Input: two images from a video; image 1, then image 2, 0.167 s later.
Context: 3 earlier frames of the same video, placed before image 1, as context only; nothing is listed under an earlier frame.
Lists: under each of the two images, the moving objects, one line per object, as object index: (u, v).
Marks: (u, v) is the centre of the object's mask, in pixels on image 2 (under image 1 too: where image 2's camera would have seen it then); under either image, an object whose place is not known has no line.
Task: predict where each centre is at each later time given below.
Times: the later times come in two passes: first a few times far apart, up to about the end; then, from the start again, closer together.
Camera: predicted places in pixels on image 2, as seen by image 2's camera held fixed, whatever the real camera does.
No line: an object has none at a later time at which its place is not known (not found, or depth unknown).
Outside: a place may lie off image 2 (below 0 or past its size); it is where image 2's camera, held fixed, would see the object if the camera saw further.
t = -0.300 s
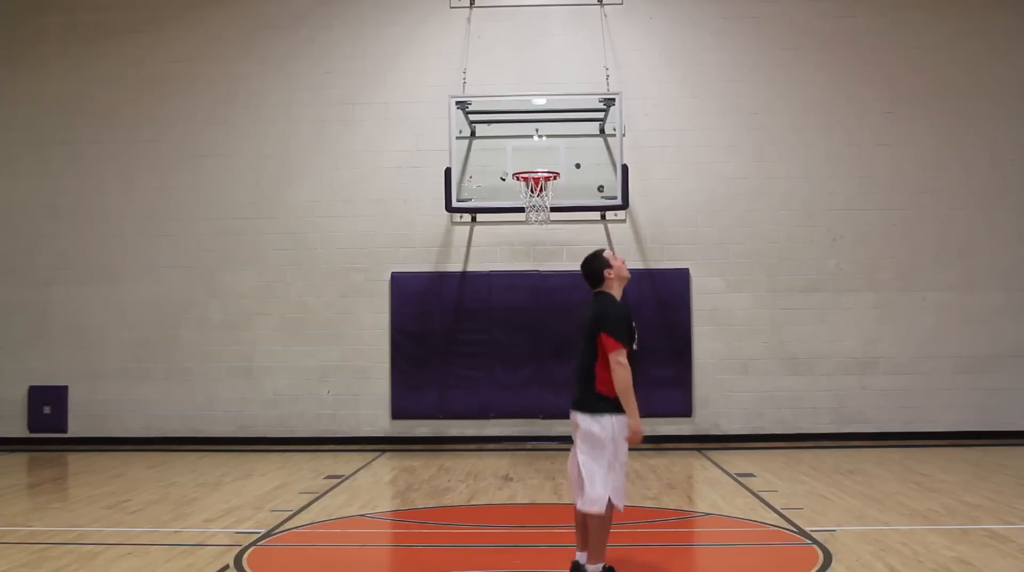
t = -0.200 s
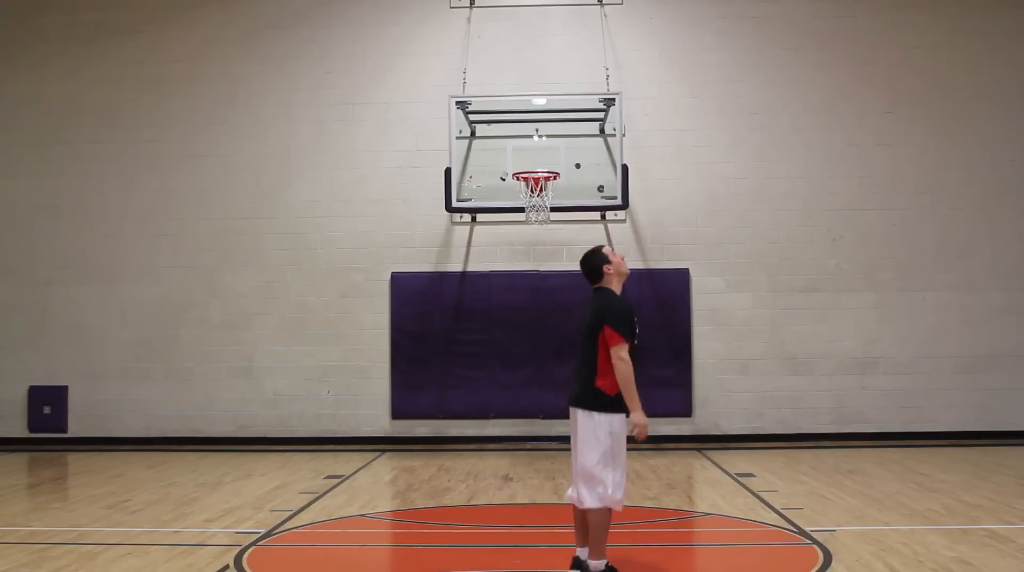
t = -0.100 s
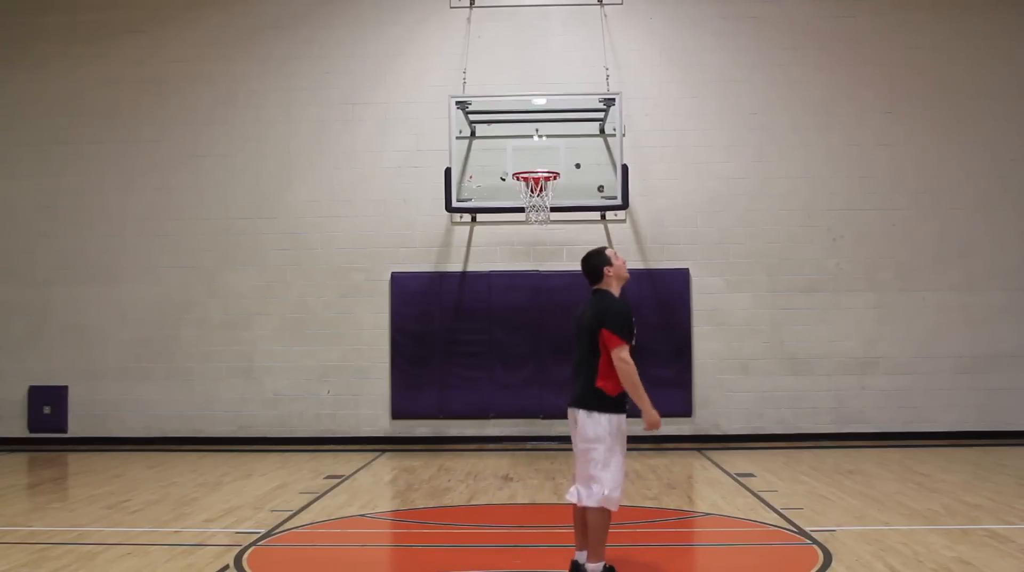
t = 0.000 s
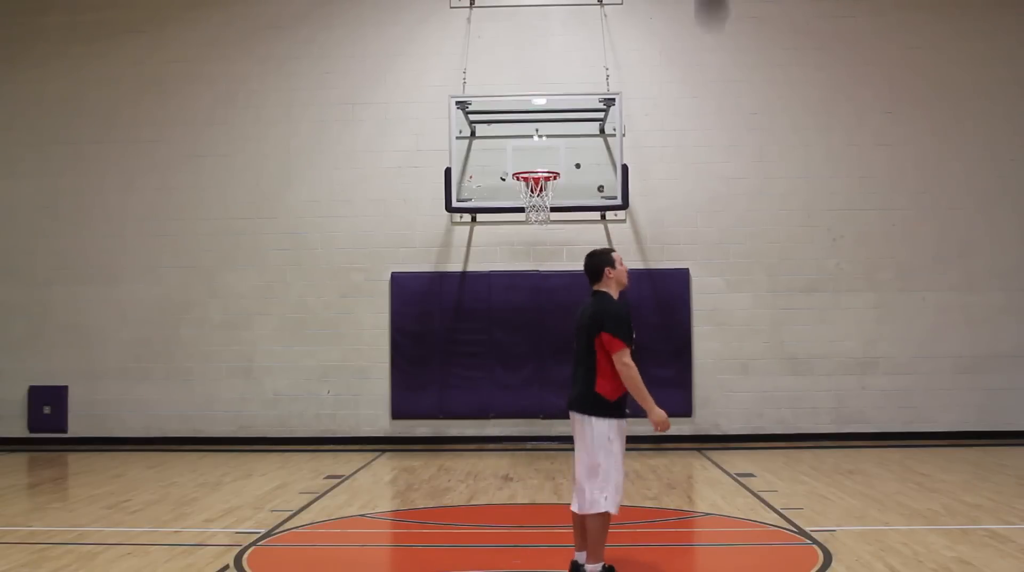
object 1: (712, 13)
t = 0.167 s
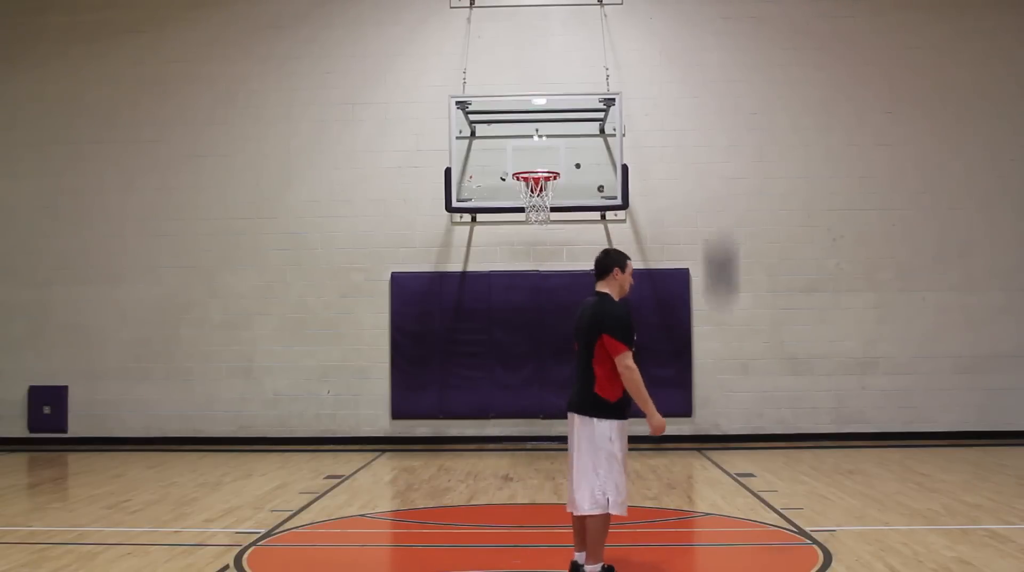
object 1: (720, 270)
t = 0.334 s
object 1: (729, 545)
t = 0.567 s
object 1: (731, 338)
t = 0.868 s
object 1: (734, 204)
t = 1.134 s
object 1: (739, 209)
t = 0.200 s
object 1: (722, 330)
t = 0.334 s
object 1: (729, 545)
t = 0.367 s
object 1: (729, 505)
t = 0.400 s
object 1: (730, 476)
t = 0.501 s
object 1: (730, 386)
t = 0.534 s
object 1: (731, 361)
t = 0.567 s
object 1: (731, 338)
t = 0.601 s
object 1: (731, 315)
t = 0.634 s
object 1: (732, 294)
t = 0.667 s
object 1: (732, 276)
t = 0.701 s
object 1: (732, 260)
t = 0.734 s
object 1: (732, 245)
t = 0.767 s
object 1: (733, 232)
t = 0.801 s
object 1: (733, 221)
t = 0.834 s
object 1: (734, 212)
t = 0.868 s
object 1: (734, 204)
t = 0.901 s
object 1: (735, 198)
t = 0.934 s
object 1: (735, 195)
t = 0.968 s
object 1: (736, 193)
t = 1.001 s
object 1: (736, 192)
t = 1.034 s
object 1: (737, 194)
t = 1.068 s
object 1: (738, 197)
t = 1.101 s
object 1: (738, 202)
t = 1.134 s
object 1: (739, 209)
